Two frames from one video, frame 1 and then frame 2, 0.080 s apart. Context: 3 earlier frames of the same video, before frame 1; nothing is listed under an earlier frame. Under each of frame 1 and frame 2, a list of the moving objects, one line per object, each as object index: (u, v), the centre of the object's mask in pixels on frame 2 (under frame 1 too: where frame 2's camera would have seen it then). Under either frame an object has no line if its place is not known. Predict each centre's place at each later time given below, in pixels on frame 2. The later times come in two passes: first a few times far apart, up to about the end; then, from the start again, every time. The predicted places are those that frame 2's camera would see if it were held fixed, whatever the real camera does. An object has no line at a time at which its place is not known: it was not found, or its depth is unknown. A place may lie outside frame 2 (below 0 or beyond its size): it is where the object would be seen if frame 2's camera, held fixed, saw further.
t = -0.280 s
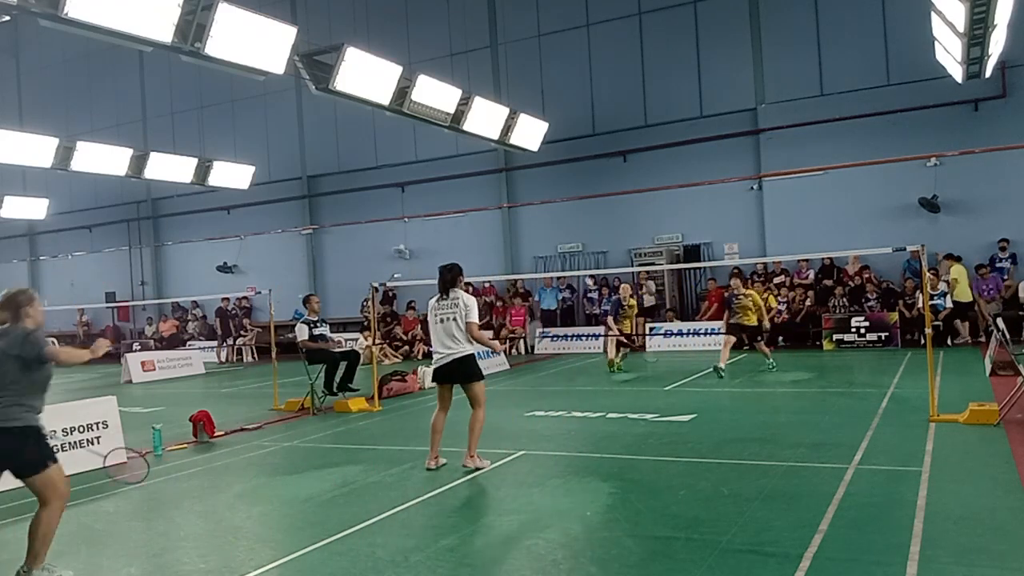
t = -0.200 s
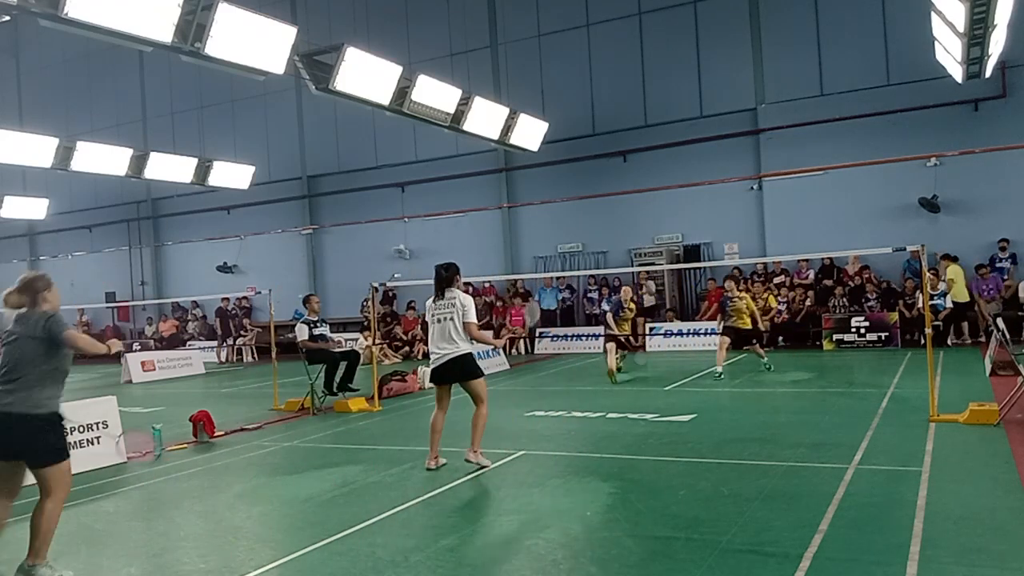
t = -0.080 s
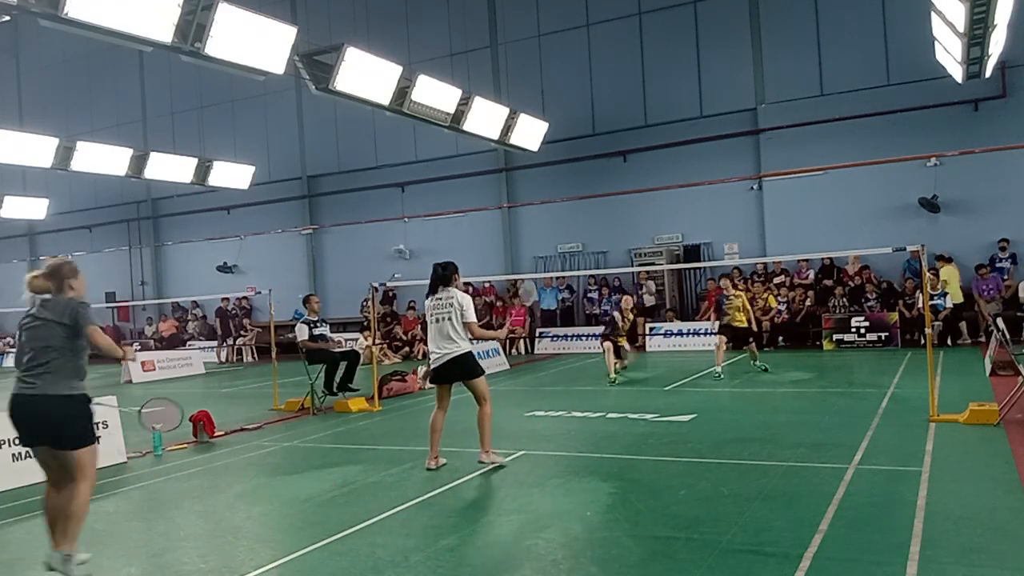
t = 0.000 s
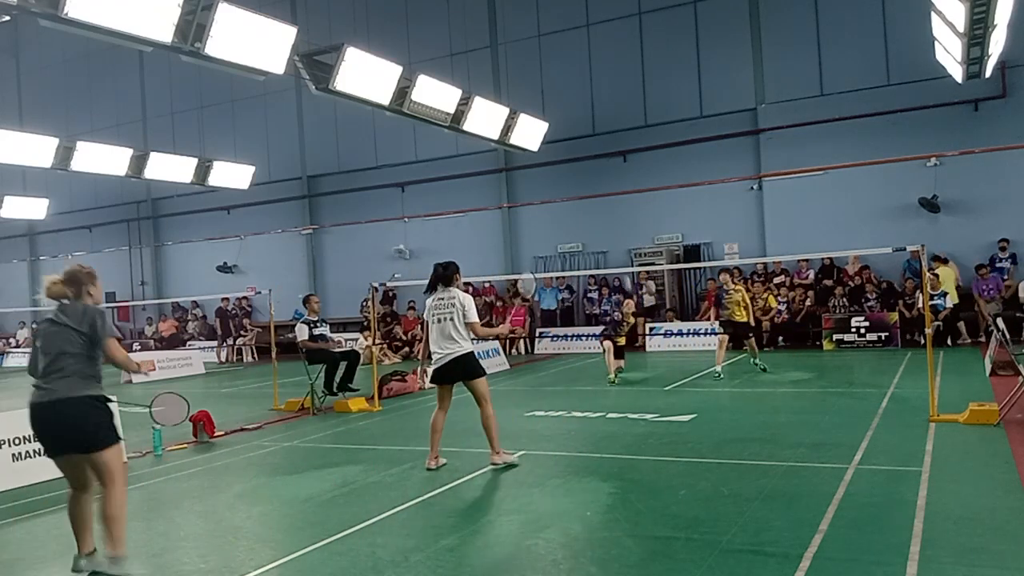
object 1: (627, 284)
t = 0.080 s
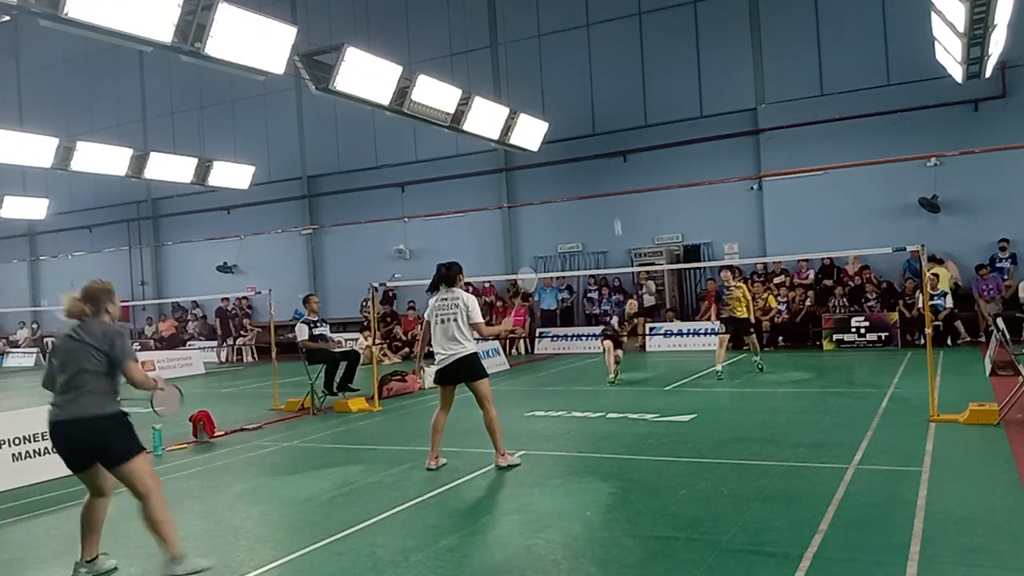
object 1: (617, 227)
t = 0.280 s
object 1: (600, 112)
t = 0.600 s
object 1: (571, 15)
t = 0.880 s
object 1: (540, 57)
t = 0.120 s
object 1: (613, 201)
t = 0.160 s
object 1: (609, 177)
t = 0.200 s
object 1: (606, 155)
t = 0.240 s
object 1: (603, 133)
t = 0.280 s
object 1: (600, 112)
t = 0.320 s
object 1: (596, 94)
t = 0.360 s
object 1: (592, 77)
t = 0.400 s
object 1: (589, 62)
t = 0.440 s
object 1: (586, 49)
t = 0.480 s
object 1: (582, 37)
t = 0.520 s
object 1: (578, 28)
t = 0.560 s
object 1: (575, 20)
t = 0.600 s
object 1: (571, 15)
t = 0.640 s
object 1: (567, 12)
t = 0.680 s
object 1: (563, 11)
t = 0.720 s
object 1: (558, 13)
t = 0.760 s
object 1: (555, 19)
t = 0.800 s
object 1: (550, 28)
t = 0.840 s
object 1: (545, 41)
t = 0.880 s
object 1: (540, 57)
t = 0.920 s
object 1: (535, 78)
